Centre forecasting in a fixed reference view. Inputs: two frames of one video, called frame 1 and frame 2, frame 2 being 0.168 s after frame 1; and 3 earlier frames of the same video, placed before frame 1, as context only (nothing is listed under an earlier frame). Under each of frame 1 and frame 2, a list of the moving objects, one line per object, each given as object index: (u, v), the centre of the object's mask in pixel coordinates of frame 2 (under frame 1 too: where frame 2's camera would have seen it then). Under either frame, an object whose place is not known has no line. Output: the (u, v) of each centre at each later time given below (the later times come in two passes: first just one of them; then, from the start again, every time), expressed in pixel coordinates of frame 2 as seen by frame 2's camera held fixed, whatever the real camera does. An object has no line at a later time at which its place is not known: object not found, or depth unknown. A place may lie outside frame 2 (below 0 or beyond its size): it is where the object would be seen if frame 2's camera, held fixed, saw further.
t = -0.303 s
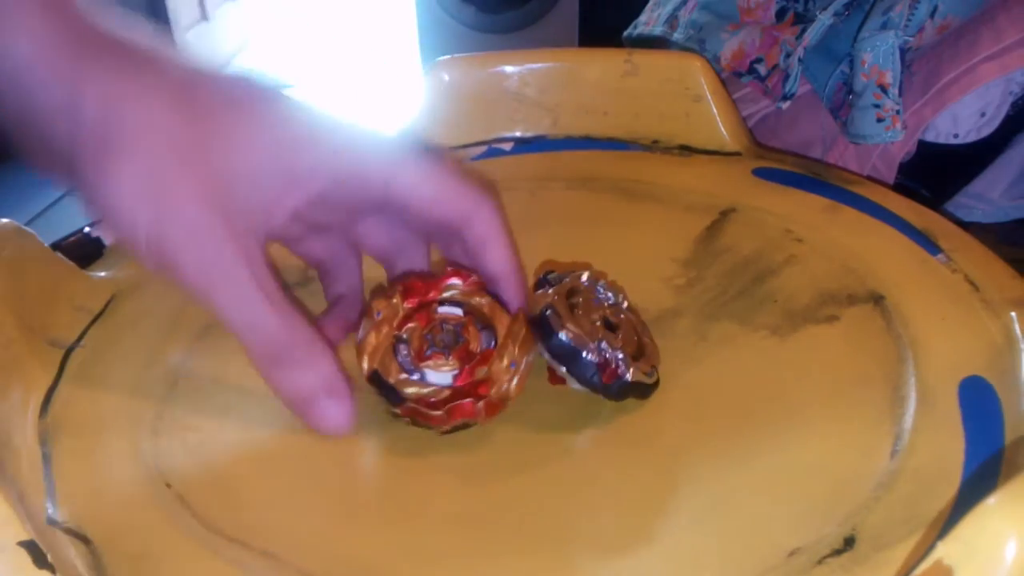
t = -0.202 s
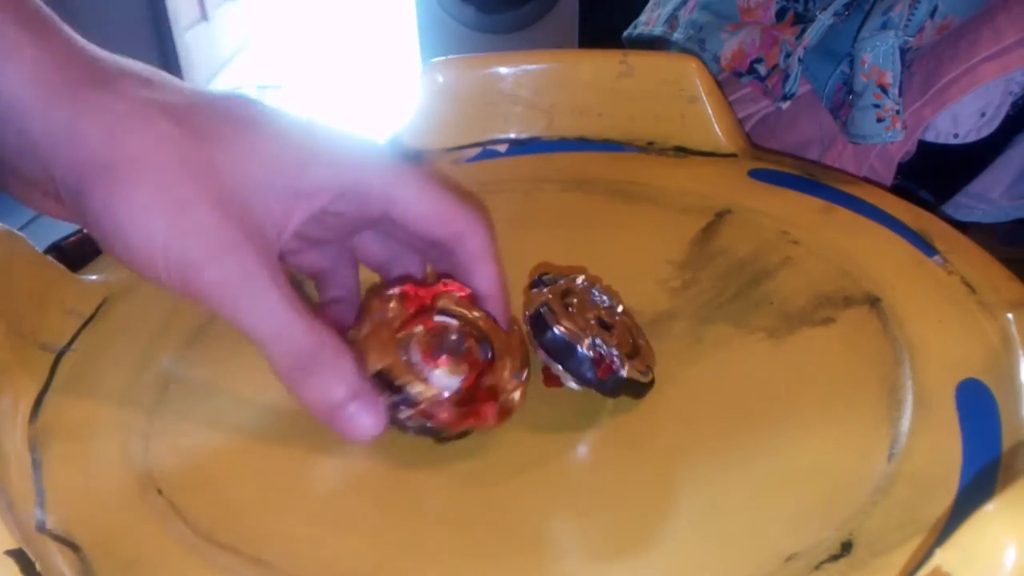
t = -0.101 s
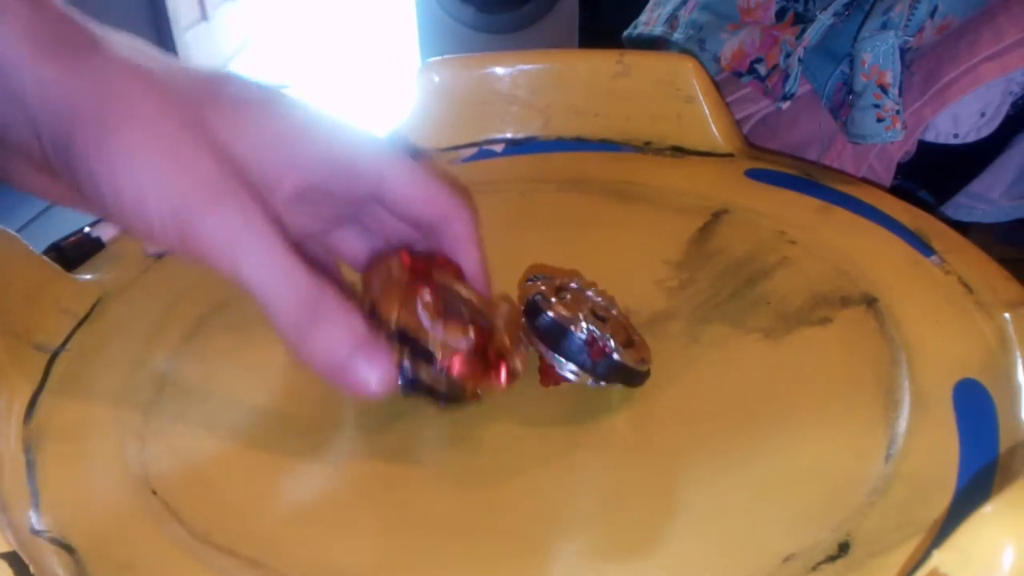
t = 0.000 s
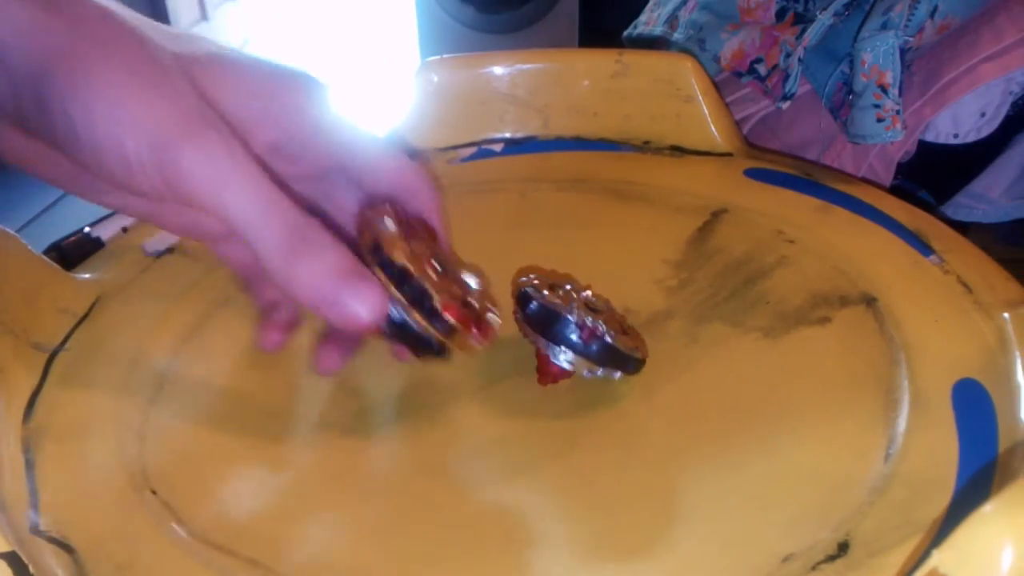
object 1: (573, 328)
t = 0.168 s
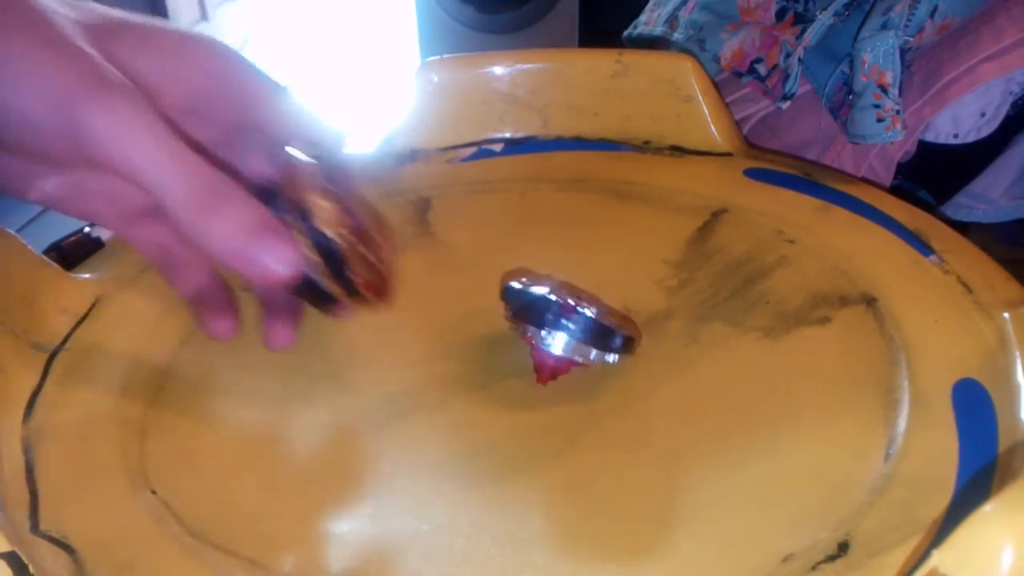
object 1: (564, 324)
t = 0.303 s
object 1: (551, 317)
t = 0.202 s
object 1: (561, 322)
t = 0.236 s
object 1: (557, 320)
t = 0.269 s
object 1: (554, 318)
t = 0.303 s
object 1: (551, 317)
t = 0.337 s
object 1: (547, 315)
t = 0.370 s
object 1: (541, 315)
